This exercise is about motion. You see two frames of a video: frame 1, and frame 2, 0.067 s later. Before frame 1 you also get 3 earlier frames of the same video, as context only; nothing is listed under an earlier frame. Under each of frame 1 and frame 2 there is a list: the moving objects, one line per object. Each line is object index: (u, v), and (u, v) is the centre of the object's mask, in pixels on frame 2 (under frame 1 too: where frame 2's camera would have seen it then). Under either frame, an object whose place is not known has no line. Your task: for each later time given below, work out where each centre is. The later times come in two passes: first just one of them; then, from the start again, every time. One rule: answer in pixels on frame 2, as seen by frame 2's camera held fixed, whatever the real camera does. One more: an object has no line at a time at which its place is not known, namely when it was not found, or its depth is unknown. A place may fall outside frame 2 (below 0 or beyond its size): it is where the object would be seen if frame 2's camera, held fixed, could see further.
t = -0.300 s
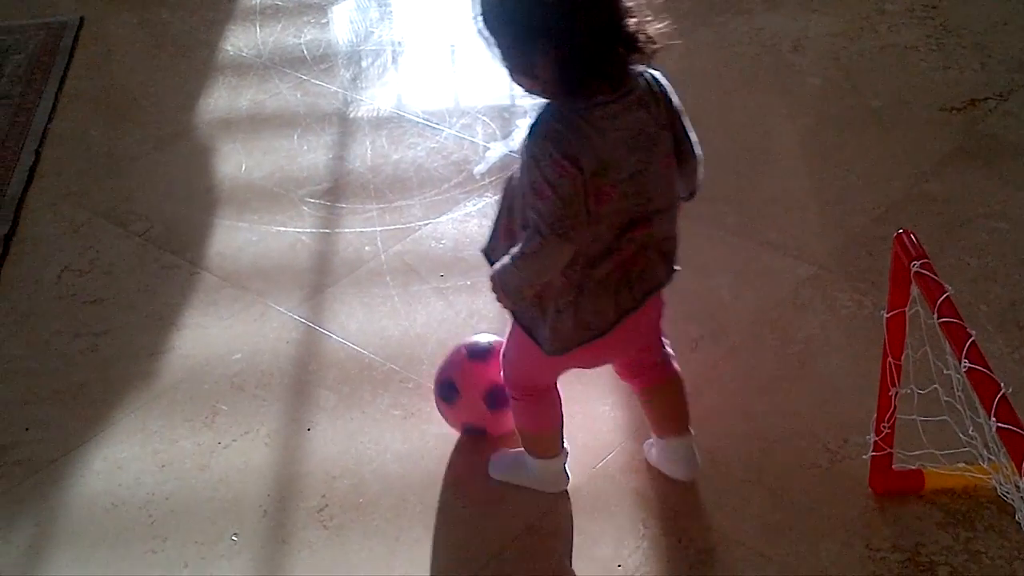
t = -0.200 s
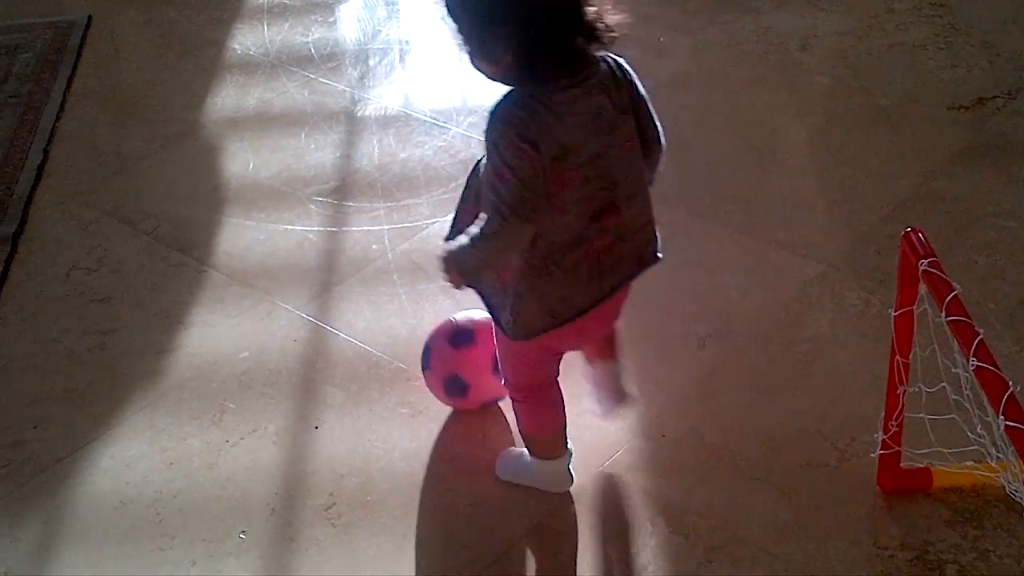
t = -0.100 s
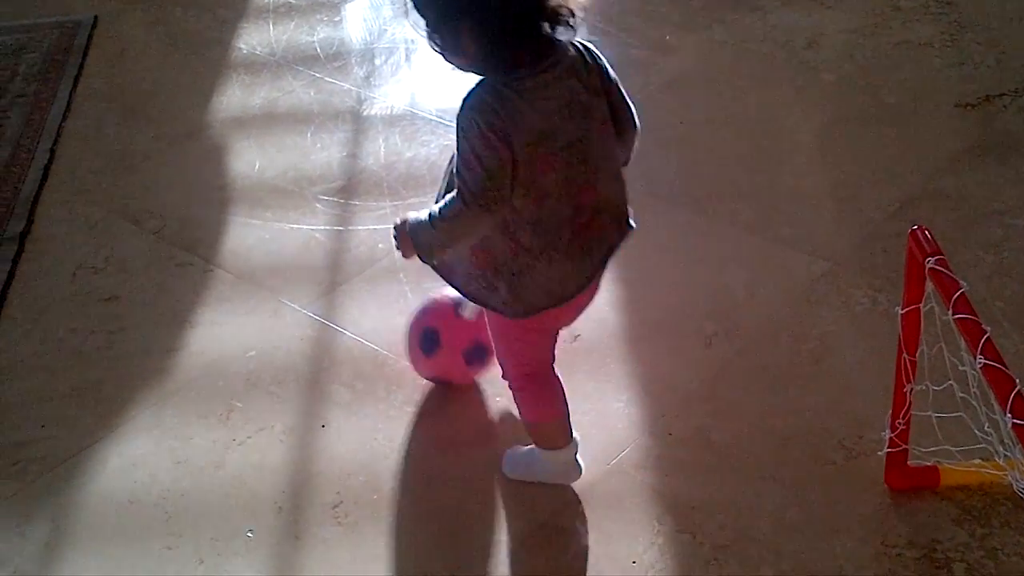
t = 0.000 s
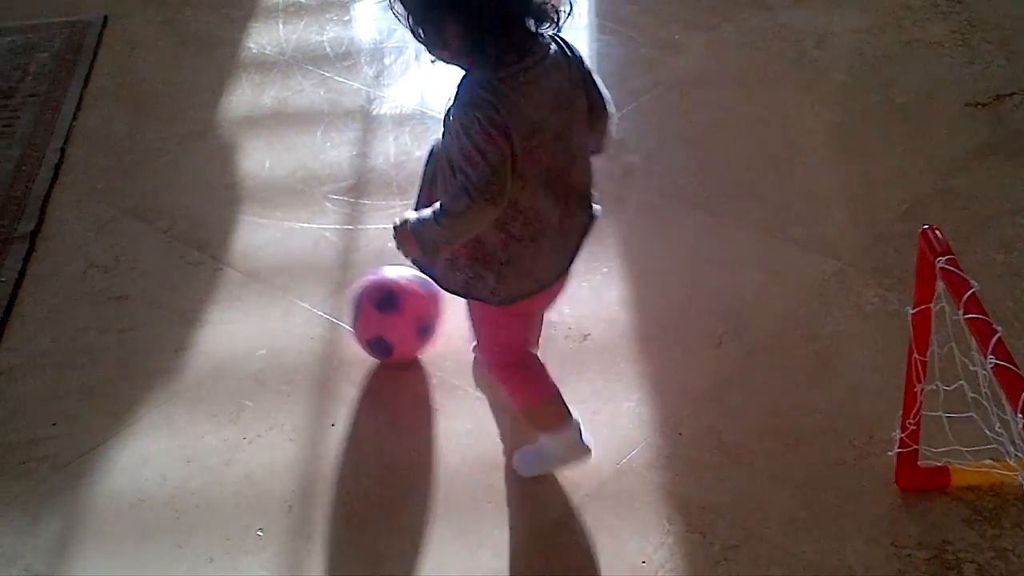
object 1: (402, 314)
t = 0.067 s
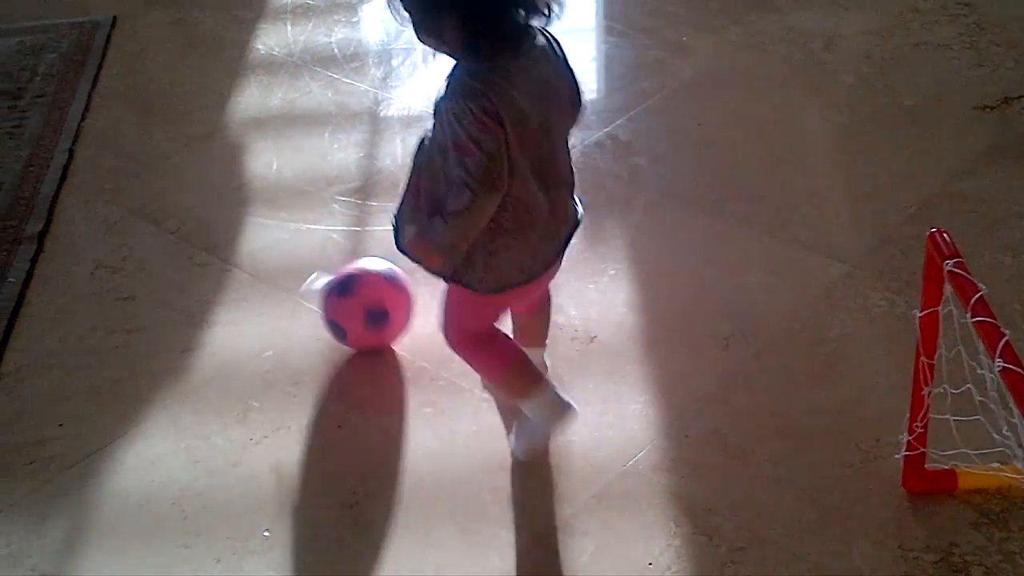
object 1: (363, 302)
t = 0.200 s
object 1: (304, 281)
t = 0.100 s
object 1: (352, 301)
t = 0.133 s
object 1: (336, 294)
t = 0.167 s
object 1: (319, 288)
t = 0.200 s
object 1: (304, 281)
